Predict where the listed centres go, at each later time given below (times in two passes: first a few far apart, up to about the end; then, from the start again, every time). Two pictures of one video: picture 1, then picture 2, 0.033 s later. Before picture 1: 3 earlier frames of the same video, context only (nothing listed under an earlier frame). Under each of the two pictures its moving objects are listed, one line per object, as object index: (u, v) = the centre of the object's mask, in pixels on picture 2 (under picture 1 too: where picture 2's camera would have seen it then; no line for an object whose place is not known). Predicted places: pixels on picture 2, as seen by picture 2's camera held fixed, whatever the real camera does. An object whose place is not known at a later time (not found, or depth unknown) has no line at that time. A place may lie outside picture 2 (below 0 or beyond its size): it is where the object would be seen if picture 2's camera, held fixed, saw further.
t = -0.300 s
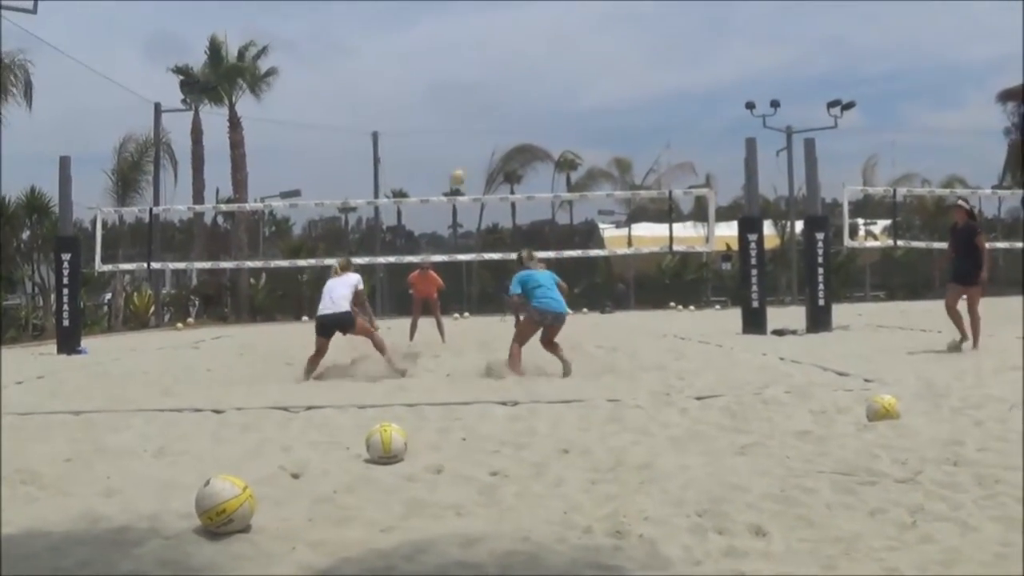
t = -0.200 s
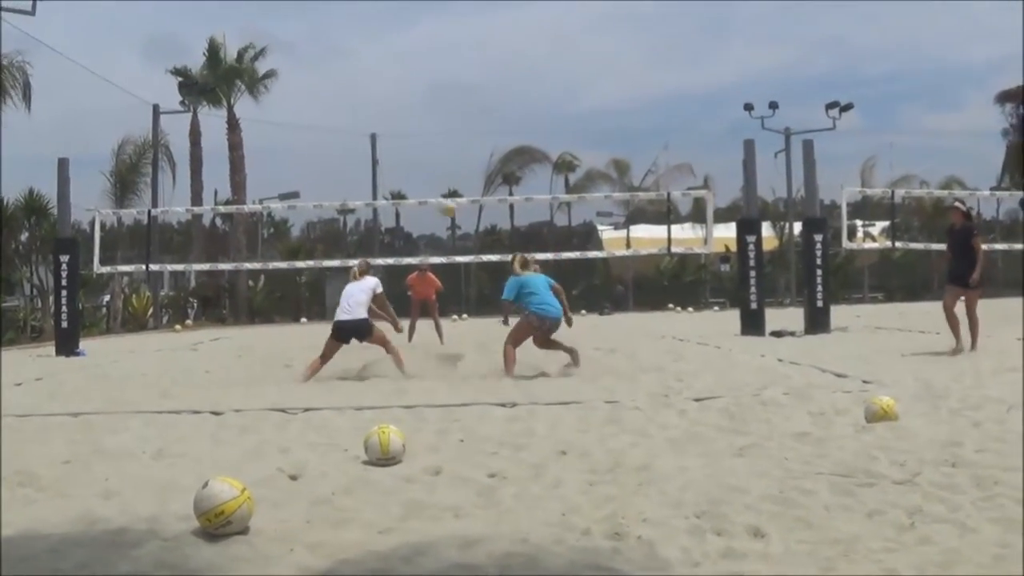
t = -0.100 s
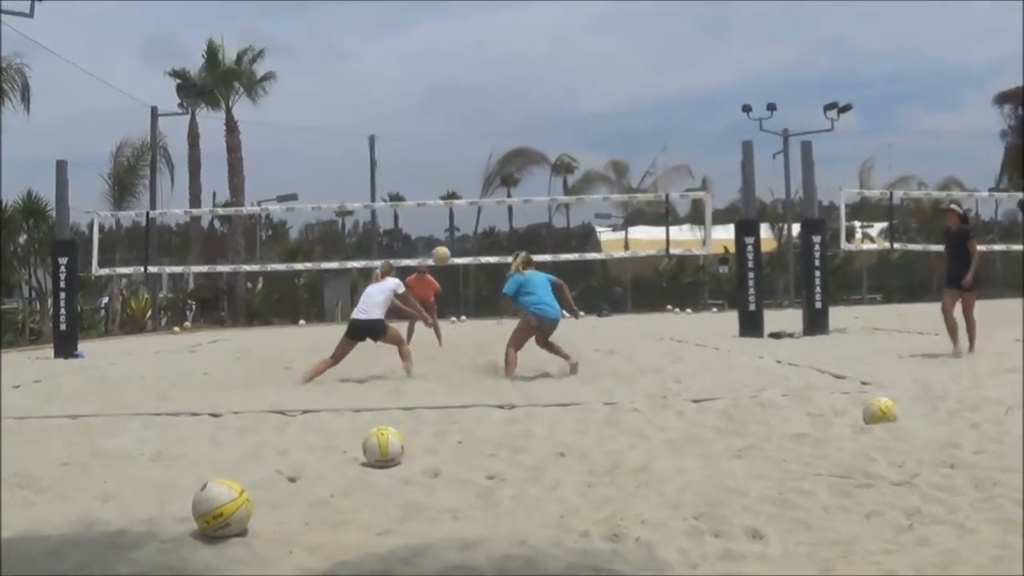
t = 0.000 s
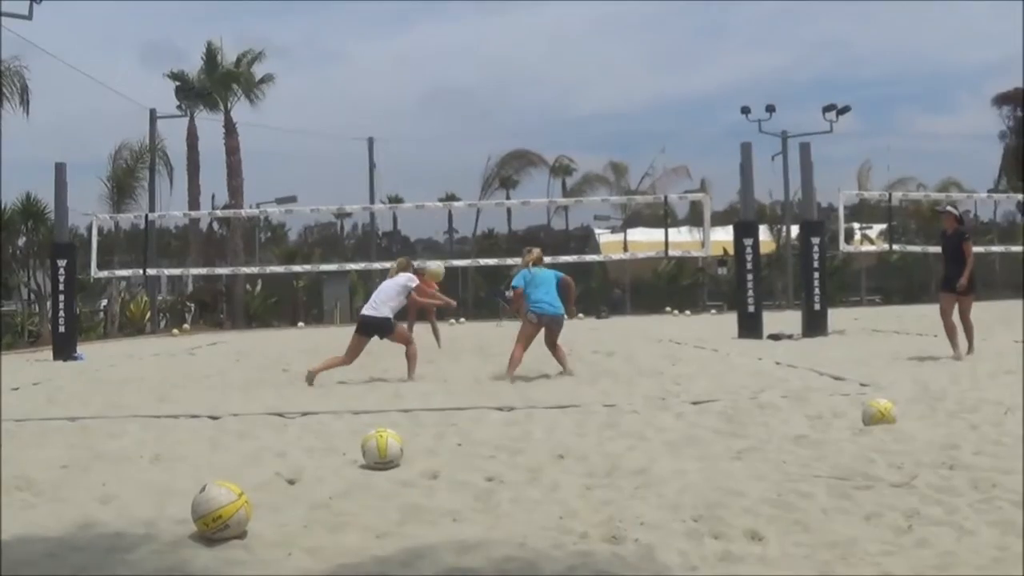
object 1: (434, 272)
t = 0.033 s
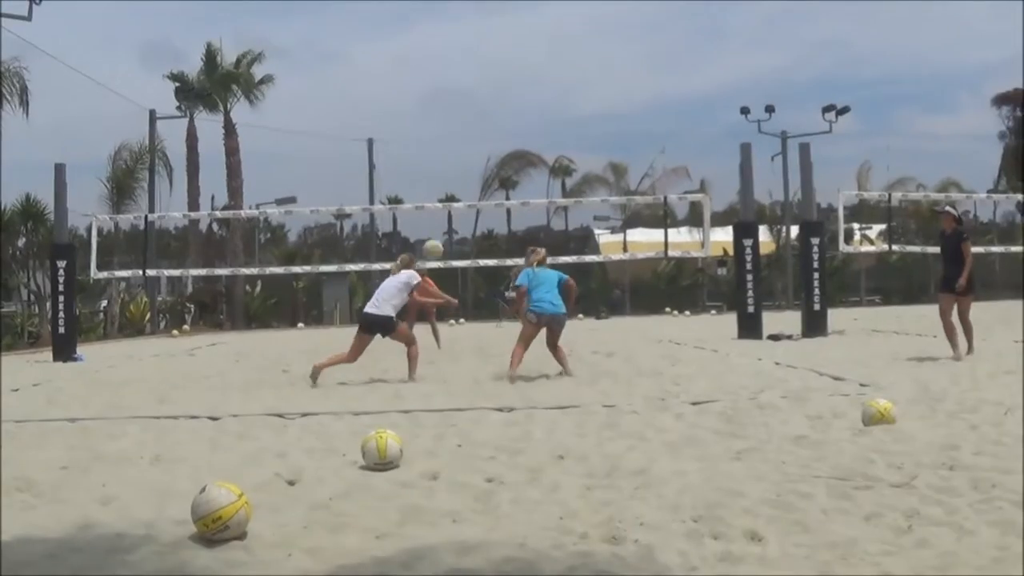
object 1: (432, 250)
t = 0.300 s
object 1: (421, 109)
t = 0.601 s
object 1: (413, 39)
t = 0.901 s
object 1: (408, 44)
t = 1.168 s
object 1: (407, 105)
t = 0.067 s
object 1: (430, 228)
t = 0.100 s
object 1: (430, 207)
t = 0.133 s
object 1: (428, 187)
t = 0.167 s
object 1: (426, 170)
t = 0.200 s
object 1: (425, 153)
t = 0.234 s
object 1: (424, 137)
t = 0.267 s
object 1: (423, 123)
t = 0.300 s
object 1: (421, 109)
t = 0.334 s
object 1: (420, 99)
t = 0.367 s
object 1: (419, 86)
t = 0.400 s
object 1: (418, 77)
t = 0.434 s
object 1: (417, 69)
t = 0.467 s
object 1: (416, 60)
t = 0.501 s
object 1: (415, 54)
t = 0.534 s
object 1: (414, 47)
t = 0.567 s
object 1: (413, 42)
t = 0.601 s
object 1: (413, 39)
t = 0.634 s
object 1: (412, 36)
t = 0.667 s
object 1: (411, 34)
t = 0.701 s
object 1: (411, 33)
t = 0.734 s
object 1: (410, 33)
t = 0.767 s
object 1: (409, 33)
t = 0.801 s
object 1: (409, 35)
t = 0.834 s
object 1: (408, 36)
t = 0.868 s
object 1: (408, 40)
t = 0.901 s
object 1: (408, 44)
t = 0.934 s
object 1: (407, 49)
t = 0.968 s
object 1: (407, 55)
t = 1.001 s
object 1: (407, 62)
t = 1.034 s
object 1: (406, 69)
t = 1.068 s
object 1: (407, 76)
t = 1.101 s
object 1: (406, 85)
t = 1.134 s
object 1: (406, 94)
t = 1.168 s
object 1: (407, 105)
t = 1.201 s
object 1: (408, 117)
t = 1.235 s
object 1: (408, 128)
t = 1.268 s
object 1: (409, 142)
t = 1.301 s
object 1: (409, 154)
